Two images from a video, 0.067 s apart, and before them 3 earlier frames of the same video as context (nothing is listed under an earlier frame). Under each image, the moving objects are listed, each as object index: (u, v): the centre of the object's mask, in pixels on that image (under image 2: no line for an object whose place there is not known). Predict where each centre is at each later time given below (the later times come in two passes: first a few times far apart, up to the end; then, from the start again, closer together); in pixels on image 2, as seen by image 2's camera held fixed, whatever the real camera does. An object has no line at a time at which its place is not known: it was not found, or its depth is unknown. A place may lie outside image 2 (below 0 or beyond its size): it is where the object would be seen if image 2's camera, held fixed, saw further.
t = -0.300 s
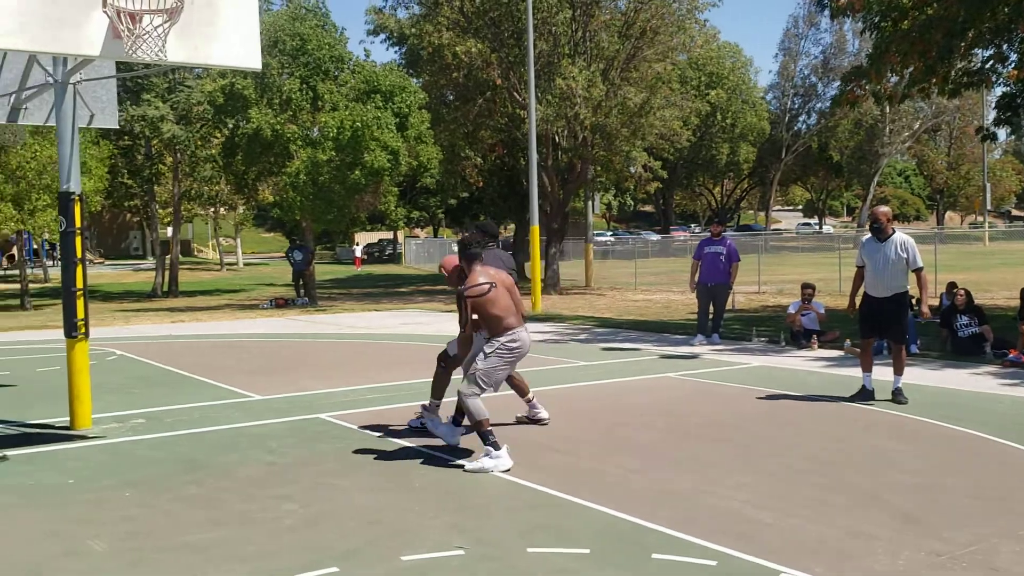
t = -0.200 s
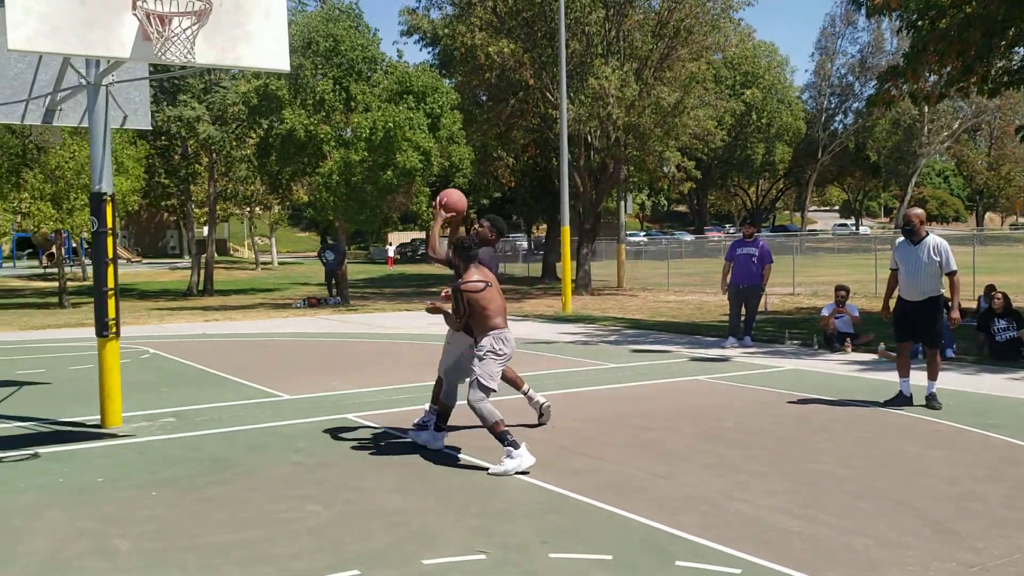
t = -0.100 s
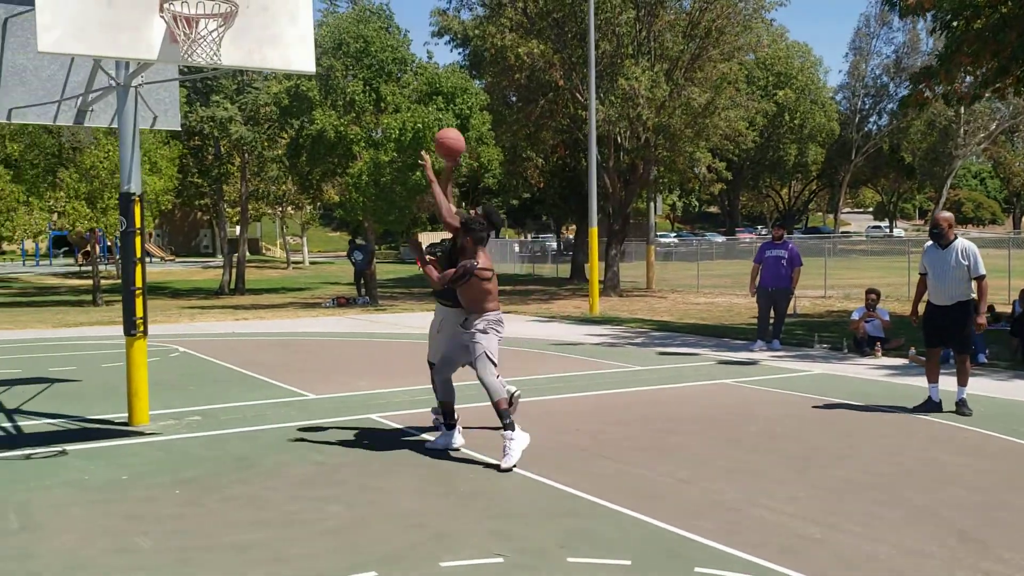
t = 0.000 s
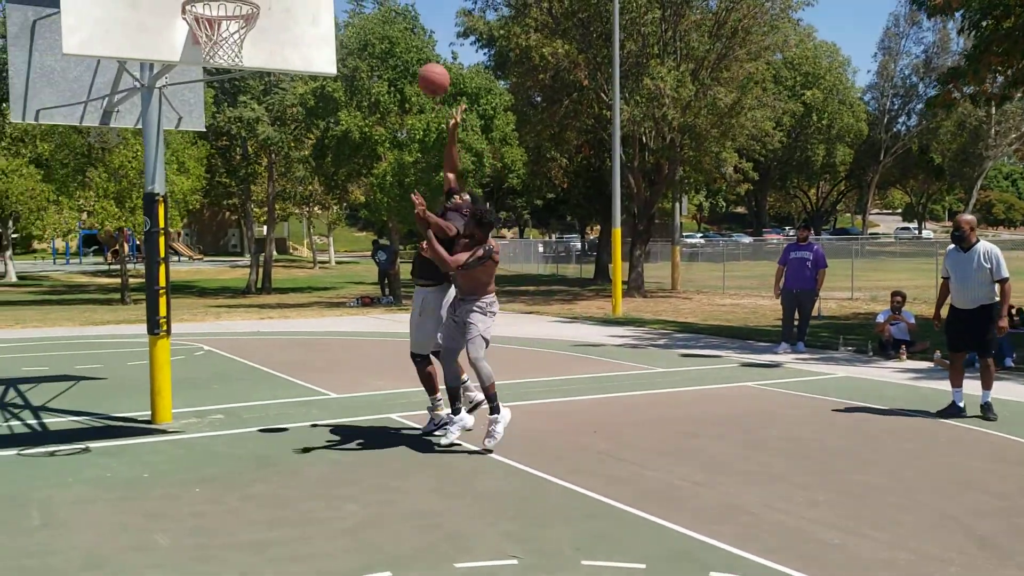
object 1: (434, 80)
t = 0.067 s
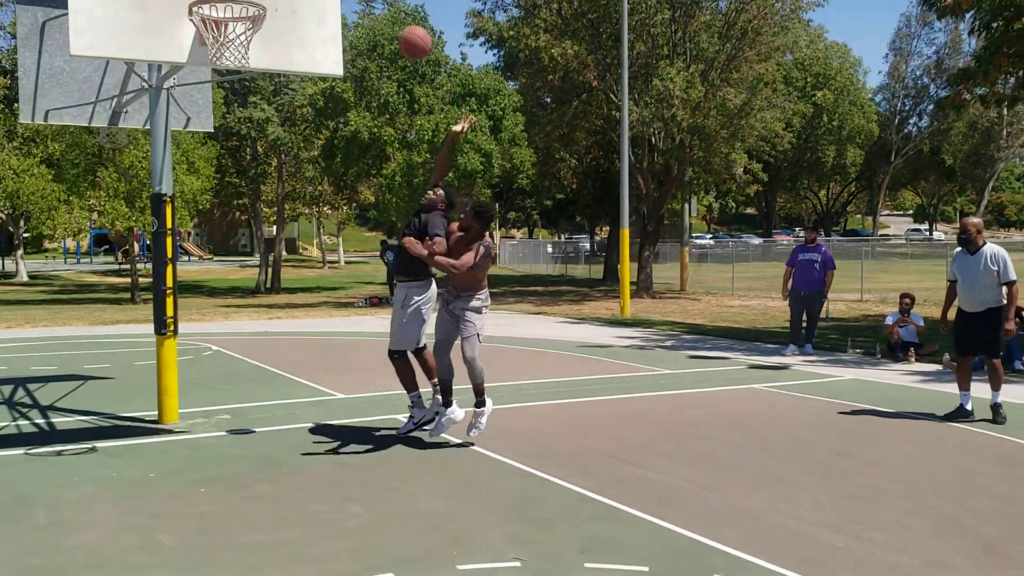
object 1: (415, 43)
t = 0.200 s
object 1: (362, -2)
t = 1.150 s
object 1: (-85, 327)
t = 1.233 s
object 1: (-130, 441)
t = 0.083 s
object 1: (408, 34)
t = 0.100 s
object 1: (402, 25)
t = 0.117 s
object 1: (395, 17)
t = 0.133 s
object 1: (389, 11)
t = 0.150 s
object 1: (383, 7)
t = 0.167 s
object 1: (376, 3)
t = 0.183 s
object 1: (369, 0)
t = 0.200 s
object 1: (362, -2)
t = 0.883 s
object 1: (52, 68)
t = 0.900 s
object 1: (44, 79)
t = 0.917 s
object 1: (36, 92)
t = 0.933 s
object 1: (28, 105)
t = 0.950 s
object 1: (20, 118)
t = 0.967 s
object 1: (11, 132)
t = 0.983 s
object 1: (3, 146)
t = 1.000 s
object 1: (-6, 162)
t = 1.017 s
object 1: (-14, 178)
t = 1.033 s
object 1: (-23, 195)
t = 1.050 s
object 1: (-32, 212)
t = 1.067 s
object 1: (-41, 230)
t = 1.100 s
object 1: (-59, 267)
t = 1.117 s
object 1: (-67, 286)
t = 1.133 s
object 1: (-76, 307)
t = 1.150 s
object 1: (-85, 327)
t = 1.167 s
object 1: (-93, 349)
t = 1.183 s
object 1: (-103, 371)
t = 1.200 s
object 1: (-112, 394)
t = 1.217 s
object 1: (-121, 417)
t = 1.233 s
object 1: (-130, 441)
